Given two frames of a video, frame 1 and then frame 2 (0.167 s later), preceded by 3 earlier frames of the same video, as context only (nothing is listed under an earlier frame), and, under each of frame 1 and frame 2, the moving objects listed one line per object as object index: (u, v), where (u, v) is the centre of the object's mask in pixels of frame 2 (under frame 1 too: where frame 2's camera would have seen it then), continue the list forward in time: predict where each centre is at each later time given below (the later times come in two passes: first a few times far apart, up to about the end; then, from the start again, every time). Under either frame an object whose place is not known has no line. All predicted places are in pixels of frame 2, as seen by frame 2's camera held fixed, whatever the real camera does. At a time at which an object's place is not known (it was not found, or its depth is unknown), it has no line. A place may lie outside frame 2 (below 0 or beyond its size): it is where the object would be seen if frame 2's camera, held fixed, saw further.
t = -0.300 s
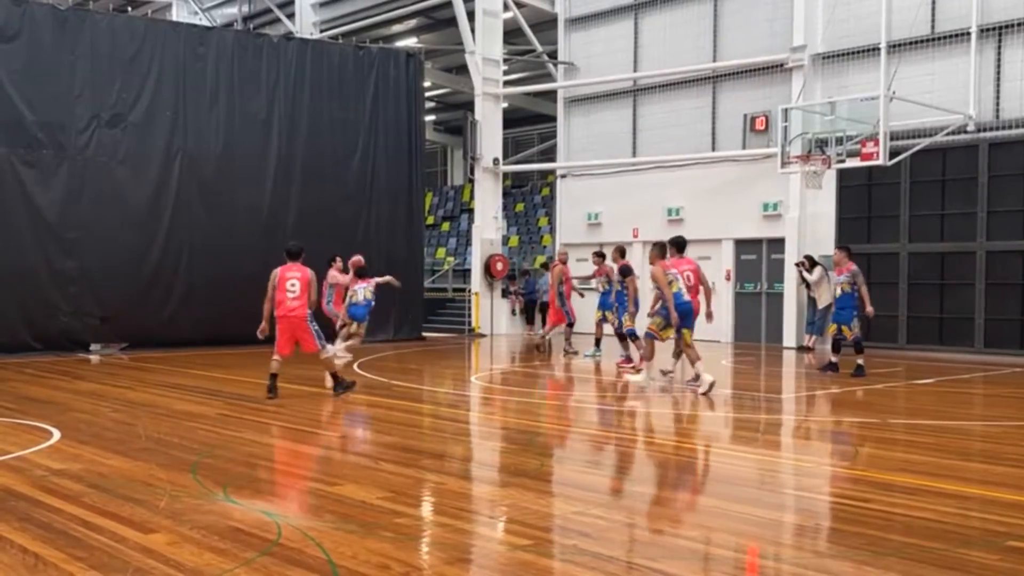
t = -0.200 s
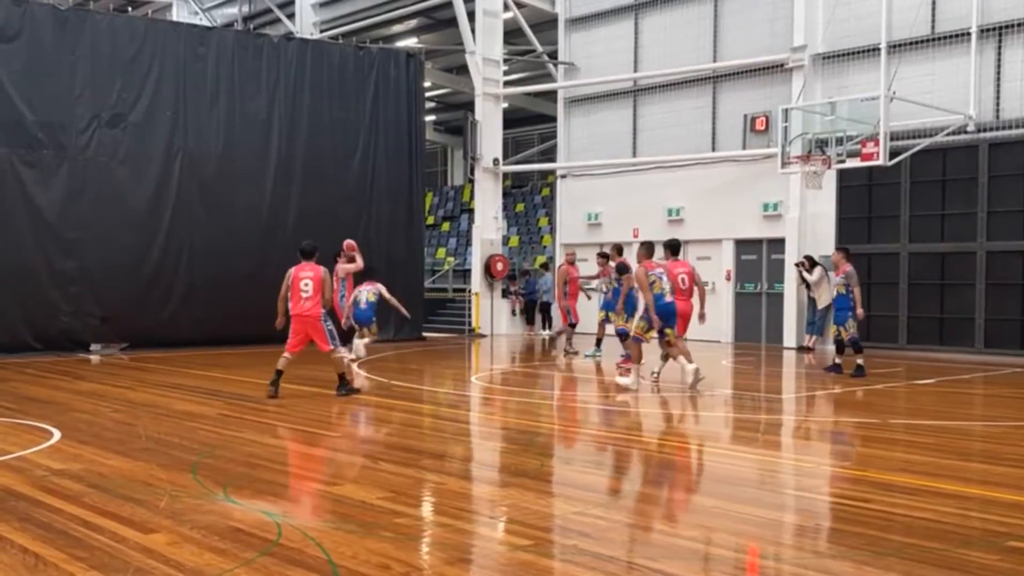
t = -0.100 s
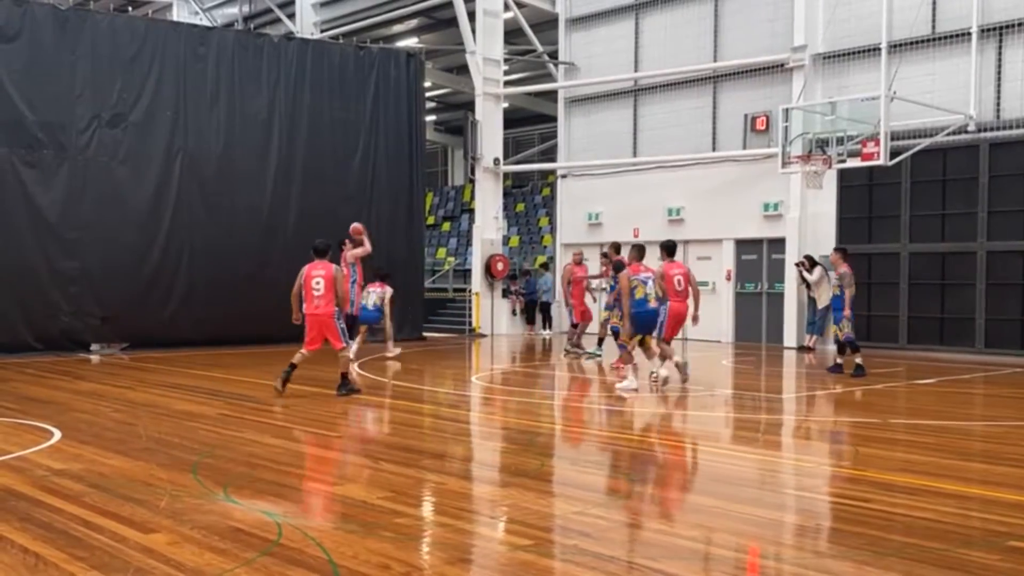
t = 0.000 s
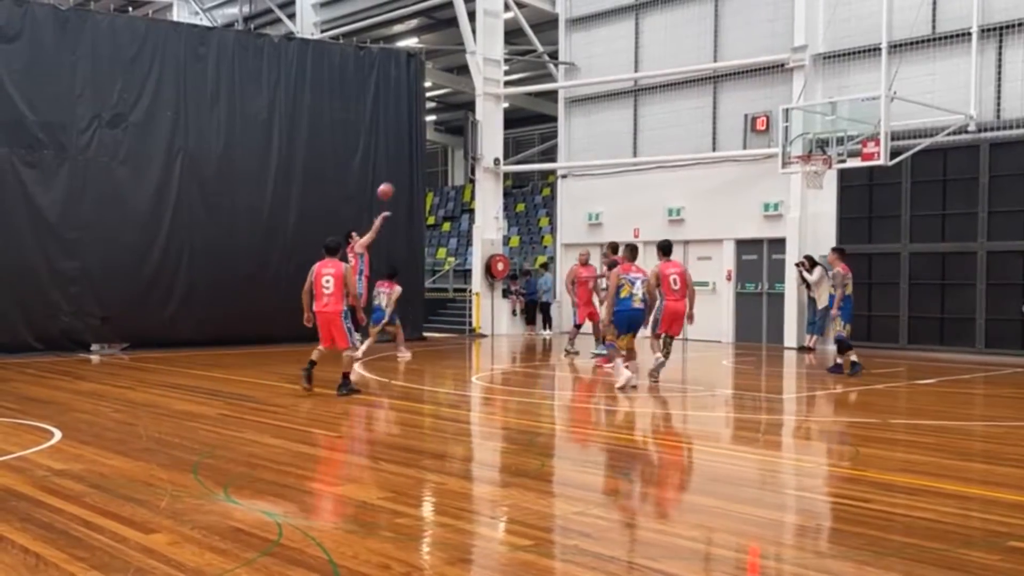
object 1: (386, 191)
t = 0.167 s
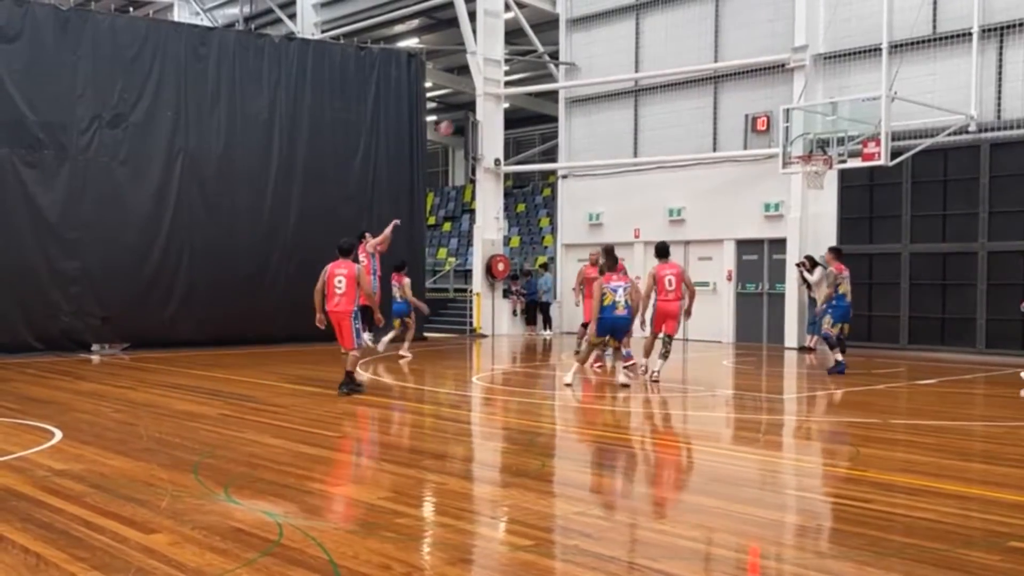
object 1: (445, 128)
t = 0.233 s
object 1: (468, 108)
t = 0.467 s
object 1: (550, 59)
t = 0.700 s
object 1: (631, 46)
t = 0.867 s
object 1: (689, 57)
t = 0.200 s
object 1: (457, 118)
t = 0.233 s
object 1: (468, 108)
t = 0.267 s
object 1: (480, 100)
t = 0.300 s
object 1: (492, 92)
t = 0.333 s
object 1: (503, 84)
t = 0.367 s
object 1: (514, 76)
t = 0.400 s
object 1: (527, 69)
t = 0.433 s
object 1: (538, 64)
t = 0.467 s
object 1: (550, 59)
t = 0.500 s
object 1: (562, 56)
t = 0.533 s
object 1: (574, 53)
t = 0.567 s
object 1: (585, 50)
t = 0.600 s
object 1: (596, 49)
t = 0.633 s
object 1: (608, 47)
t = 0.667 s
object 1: (620, 46)
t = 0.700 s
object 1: (631, 46)
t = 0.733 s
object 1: (643, 47)
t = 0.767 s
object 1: (654, 48)
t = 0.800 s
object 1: (666, 51)
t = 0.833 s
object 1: (677, 54)
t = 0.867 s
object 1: (689, 57)
